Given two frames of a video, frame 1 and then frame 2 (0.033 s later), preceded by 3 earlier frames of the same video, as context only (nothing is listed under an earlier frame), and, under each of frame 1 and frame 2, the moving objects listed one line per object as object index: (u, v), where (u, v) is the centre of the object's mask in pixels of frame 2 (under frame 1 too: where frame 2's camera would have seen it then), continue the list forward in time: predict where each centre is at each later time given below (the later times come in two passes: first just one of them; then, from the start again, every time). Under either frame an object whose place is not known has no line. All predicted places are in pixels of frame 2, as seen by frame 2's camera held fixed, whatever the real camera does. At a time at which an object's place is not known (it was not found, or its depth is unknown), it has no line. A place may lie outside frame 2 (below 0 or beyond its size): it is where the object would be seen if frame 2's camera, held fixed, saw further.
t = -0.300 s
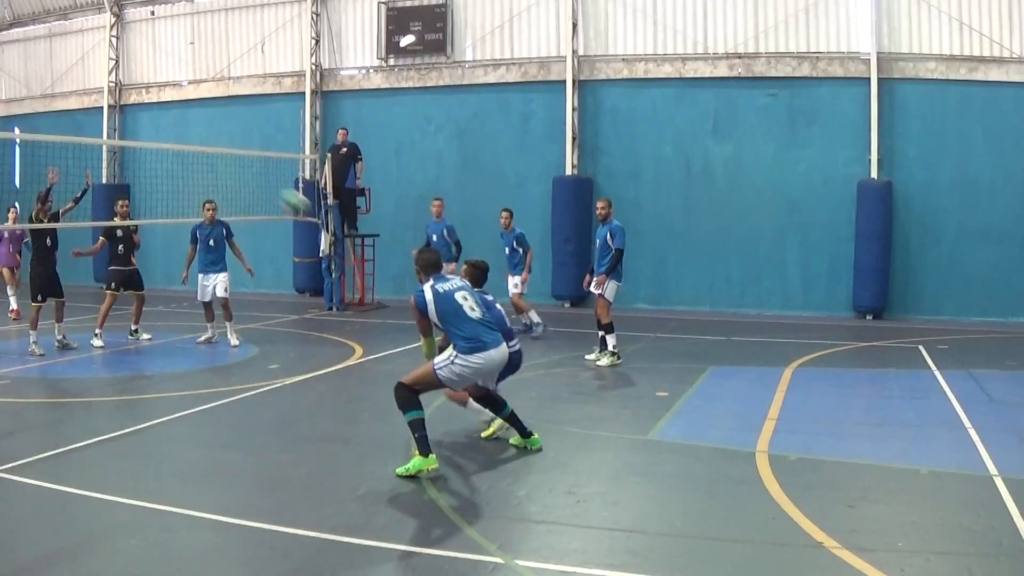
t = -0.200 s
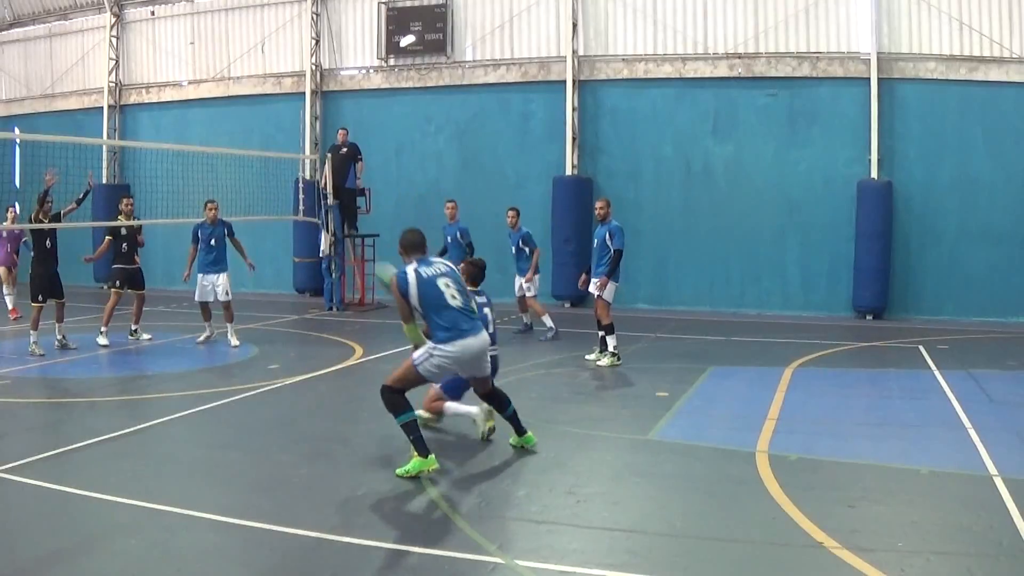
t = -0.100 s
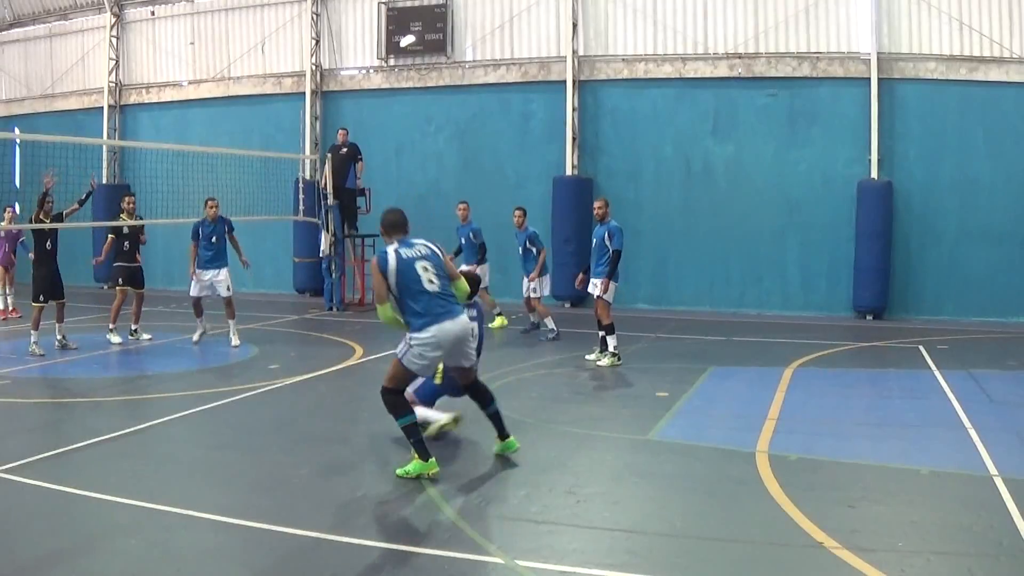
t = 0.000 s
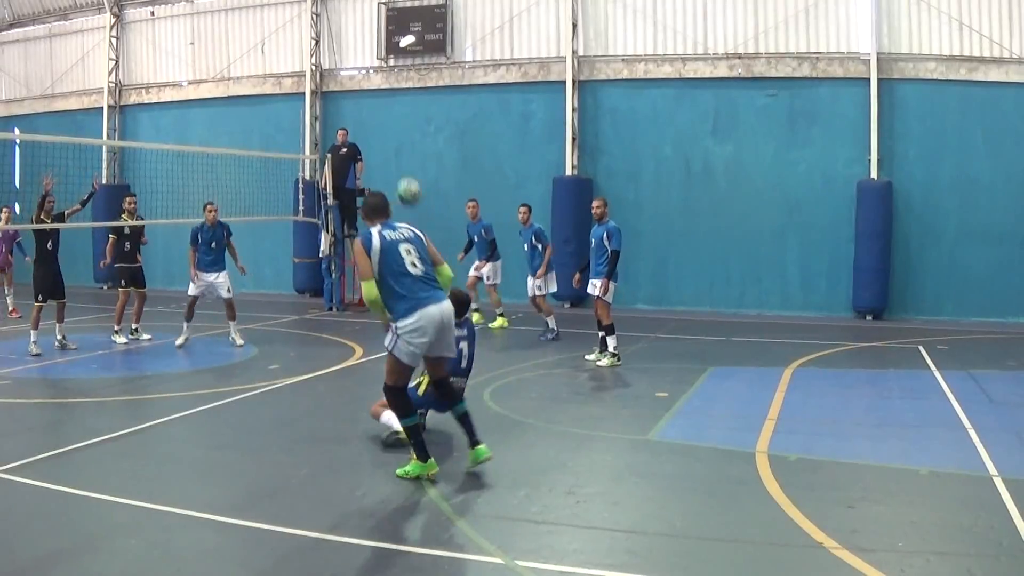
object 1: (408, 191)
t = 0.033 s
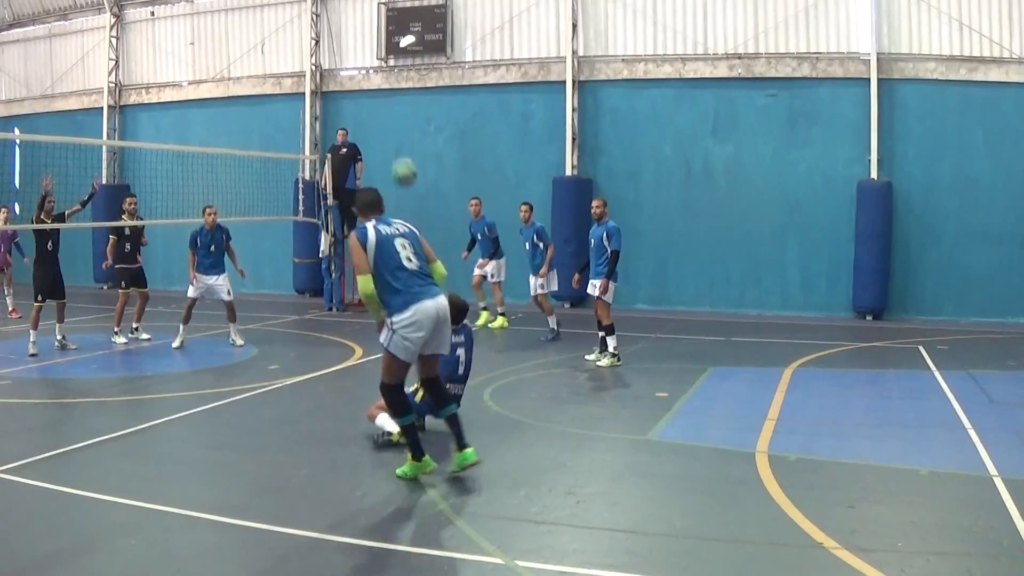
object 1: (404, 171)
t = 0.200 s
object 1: (387, 97)
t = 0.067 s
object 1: (401, 154)
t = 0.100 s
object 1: (397, 137)
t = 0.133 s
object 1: (393, 120)
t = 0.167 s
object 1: (390, 107)
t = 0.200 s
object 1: (387, 97)
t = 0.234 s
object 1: (384, 86)
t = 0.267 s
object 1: (381, 77)
